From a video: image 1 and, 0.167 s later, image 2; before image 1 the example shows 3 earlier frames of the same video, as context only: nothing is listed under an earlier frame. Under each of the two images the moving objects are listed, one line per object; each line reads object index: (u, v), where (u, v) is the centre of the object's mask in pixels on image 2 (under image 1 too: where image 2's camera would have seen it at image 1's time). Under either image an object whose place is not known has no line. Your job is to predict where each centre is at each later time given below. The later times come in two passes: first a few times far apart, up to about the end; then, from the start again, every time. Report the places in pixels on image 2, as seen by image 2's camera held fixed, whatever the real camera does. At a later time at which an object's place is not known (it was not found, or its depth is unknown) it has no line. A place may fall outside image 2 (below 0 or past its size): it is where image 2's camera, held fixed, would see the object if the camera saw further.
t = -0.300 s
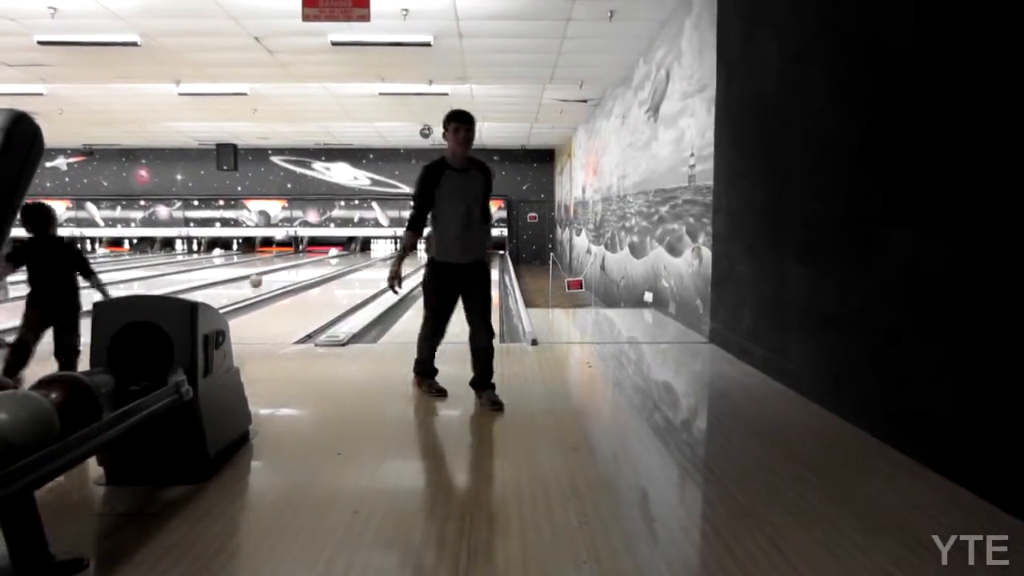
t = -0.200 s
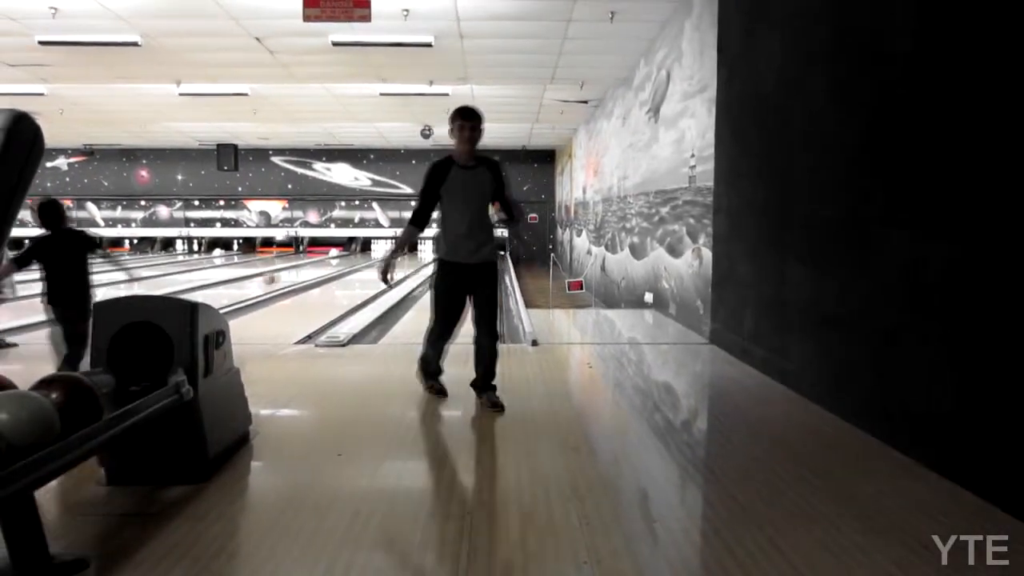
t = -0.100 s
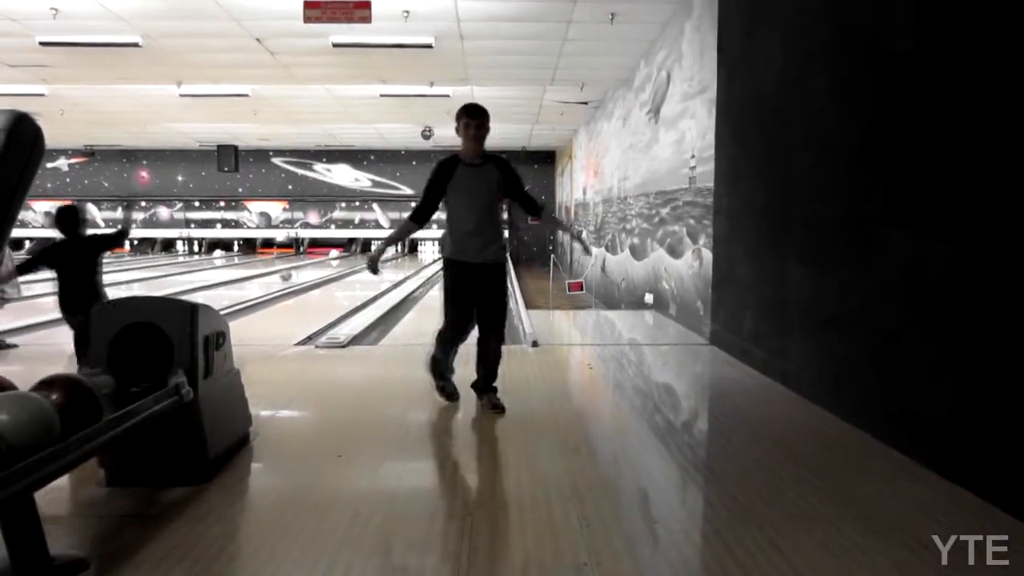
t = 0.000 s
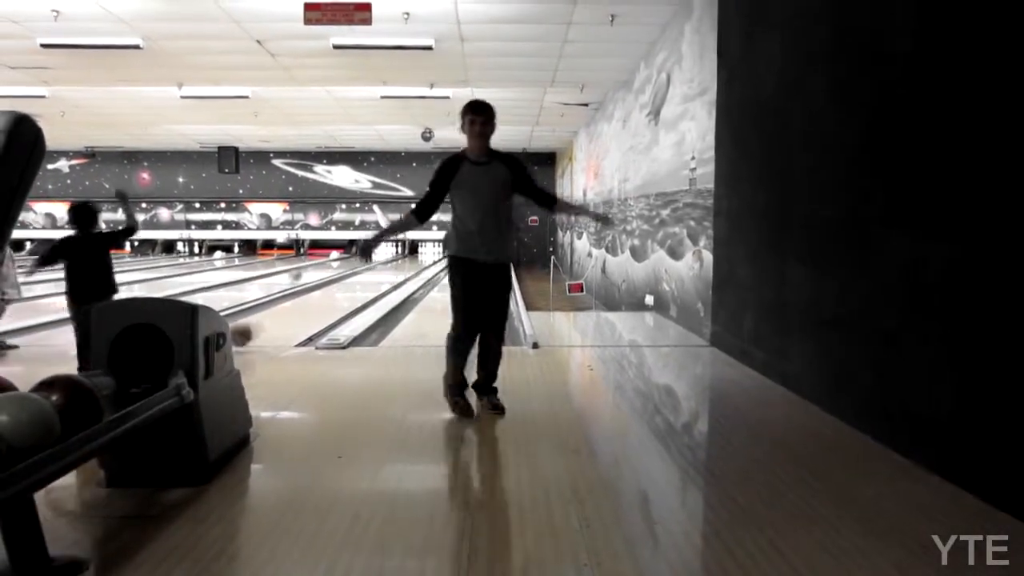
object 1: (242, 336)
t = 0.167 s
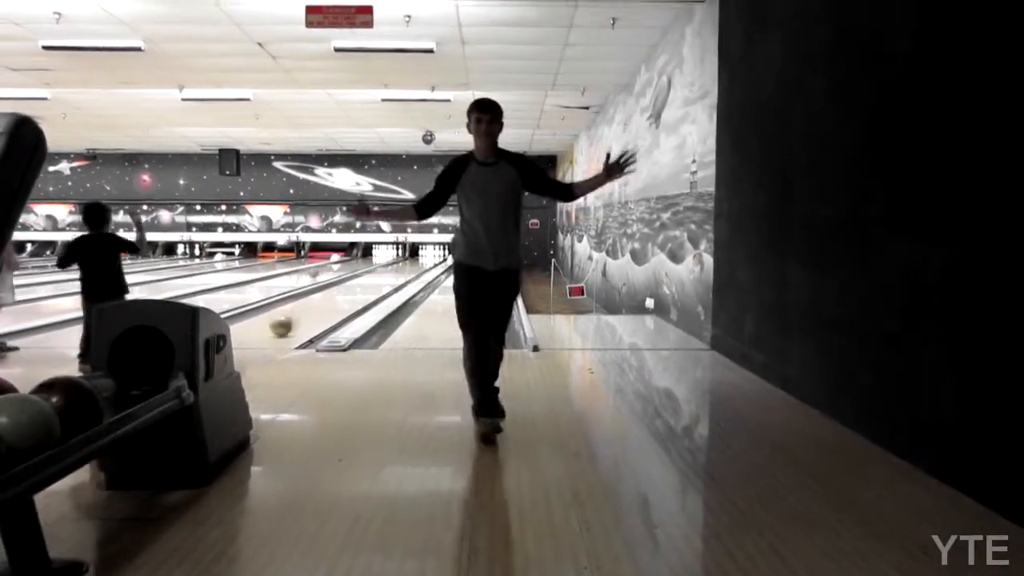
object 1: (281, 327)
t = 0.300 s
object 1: (305, 317)
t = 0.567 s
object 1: (345, 302)
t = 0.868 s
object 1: (374, 290)
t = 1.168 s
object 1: (394, 283)
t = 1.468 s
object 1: (414, 274)
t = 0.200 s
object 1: (289, 323)
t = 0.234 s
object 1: (297, 320)
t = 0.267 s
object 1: (301, 319)
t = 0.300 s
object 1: (305, 317)
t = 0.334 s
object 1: (311, 314)
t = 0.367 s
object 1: (318, 313)
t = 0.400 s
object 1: (324, 310)
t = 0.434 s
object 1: (328, 309)
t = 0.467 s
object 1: (331, 307)
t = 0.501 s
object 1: (336, 306)
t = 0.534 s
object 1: (340, 302)
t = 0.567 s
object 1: (345, 302)
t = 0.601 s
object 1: (349, 301)
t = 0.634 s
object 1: (351, 300)
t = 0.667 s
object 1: (355, 298)
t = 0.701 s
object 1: (360, 297)
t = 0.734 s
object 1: (363, 296)
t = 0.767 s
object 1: (366, 294)
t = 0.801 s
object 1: (369, 292)
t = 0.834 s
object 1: (370, 291)
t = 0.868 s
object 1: (374, 290)
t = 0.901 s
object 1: (376, 289)
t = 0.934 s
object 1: (379, 288)
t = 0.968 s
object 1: (380, 288)
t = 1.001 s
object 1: (383, 287)
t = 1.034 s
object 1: (387, 286)
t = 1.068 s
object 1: (390, 285)
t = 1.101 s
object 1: (392, 284)
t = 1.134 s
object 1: (393, 283)
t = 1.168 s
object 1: (394, 283)
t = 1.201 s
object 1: (397, 281)
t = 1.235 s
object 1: (399, 281)
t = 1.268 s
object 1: (401, 280)
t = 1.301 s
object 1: (402, 280)
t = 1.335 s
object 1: (404, 280)
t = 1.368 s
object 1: (407, 279)
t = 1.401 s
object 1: (409, 279)
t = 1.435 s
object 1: (410, 278)
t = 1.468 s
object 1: (414, 274)
